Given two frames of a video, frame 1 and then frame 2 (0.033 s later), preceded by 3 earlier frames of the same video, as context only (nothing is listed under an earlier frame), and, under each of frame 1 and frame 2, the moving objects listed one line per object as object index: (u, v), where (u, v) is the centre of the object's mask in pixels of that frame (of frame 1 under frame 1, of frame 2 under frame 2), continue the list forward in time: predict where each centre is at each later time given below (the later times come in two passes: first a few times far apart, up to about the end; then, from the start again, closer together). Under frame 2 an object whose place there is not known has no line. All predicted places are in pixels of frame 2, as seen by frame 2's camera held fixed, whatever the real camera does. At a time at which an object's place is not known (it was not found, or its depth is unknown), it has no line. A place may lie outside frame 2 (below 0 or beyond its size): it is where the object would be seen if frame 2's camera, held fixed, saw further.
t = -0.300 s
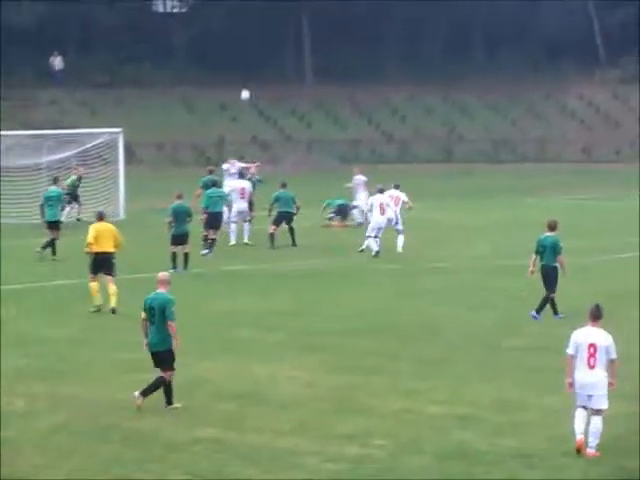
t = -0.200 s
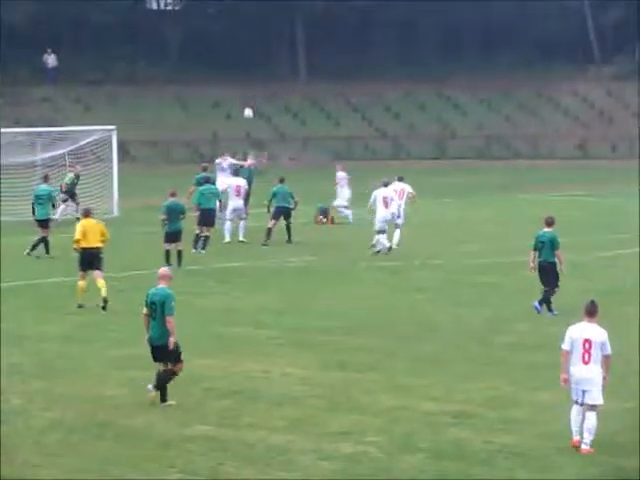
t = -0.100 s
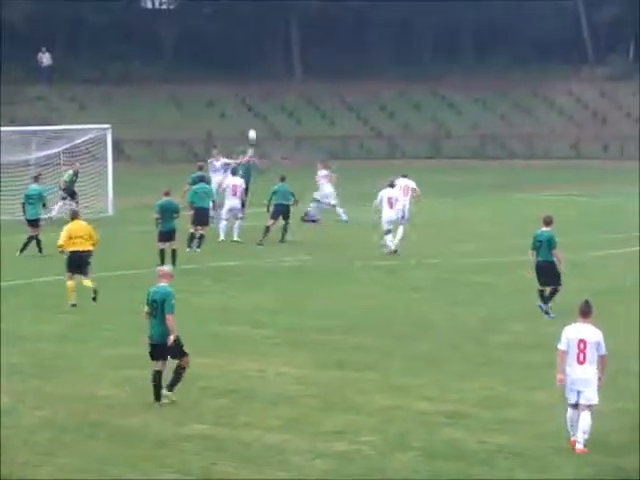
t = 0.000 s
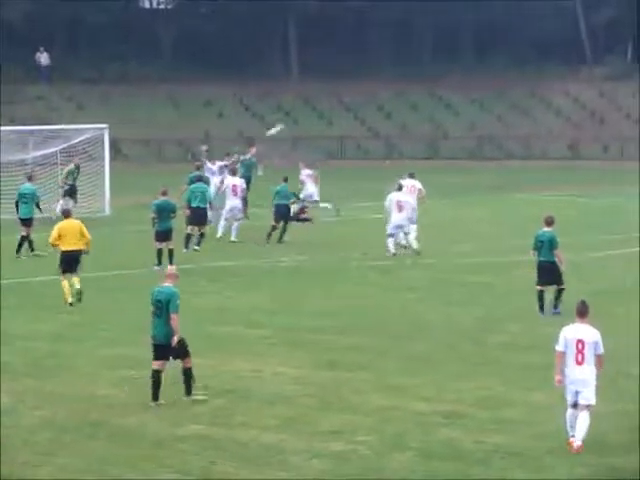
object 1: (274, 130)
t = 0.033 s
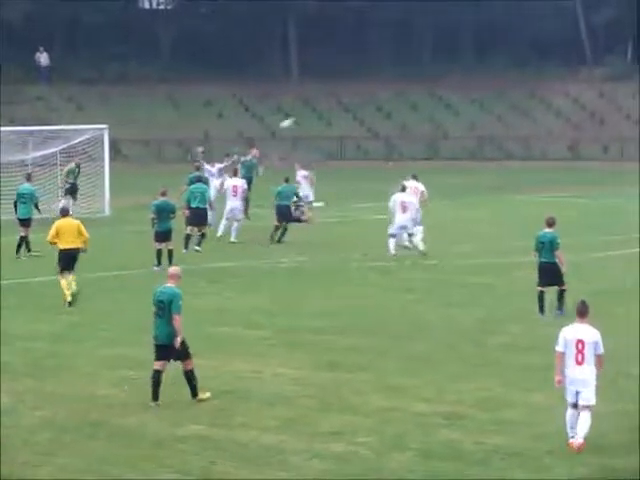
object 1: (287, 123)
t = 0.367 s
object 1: (407, 70)
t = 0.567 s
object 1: (476, 60)
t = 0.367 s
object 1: (407, 70)
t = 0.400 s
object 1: (418, 68)
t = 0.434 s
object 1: (431, 65)
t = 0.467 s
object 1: (442, 63)
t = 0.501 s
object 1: (454, 62)
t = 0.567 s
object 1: (476, 60)
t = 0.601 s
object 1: (488, 60)
